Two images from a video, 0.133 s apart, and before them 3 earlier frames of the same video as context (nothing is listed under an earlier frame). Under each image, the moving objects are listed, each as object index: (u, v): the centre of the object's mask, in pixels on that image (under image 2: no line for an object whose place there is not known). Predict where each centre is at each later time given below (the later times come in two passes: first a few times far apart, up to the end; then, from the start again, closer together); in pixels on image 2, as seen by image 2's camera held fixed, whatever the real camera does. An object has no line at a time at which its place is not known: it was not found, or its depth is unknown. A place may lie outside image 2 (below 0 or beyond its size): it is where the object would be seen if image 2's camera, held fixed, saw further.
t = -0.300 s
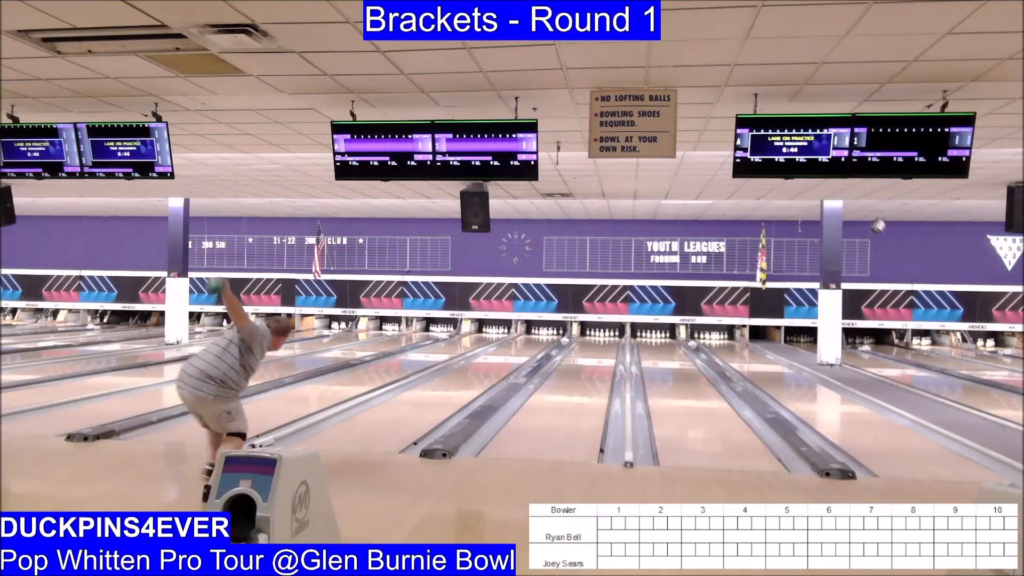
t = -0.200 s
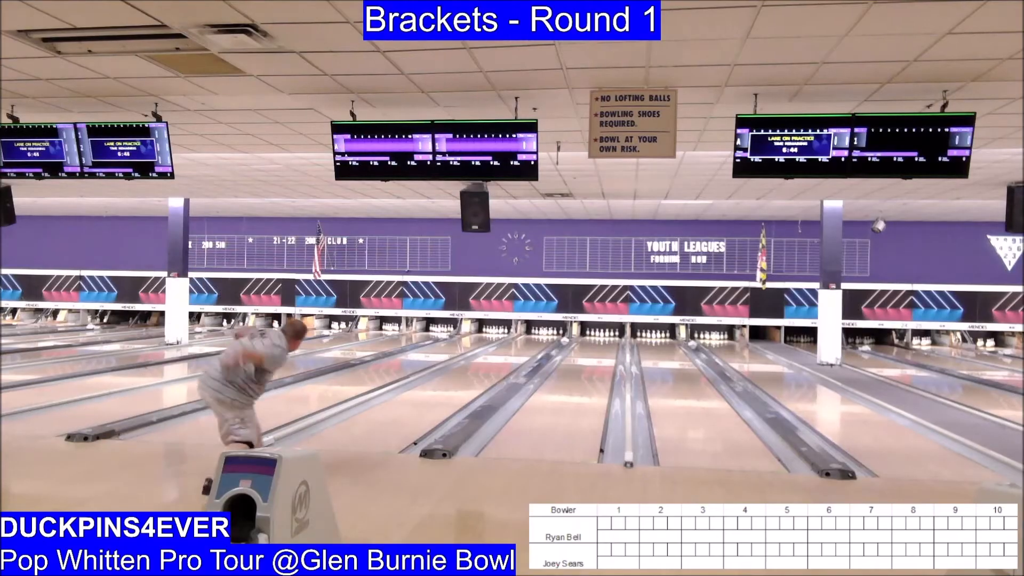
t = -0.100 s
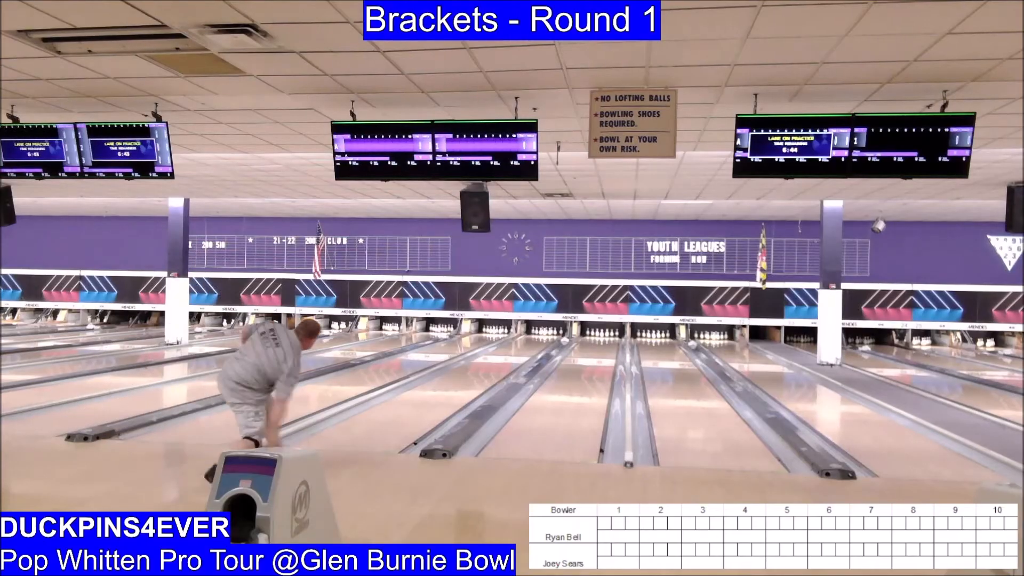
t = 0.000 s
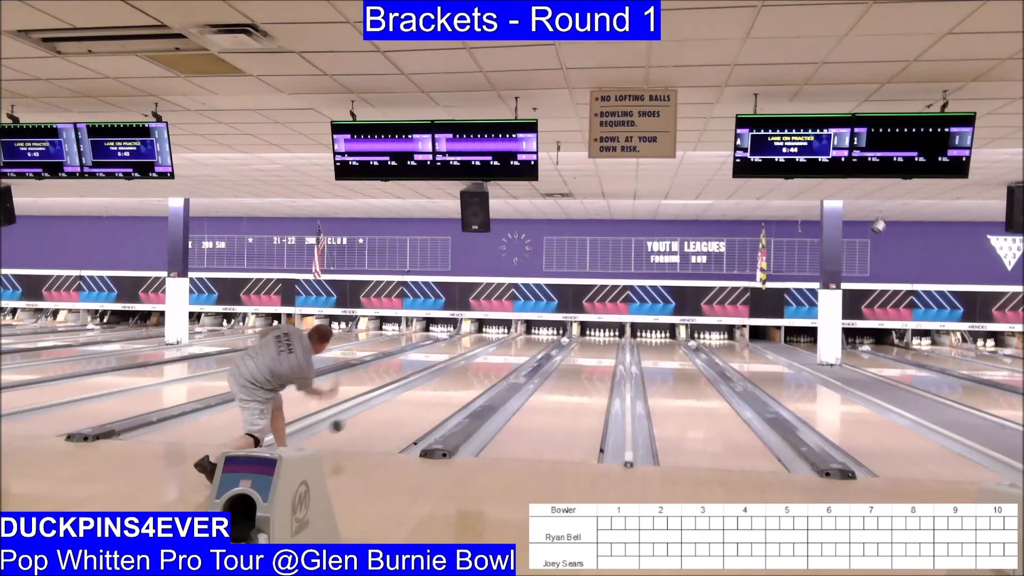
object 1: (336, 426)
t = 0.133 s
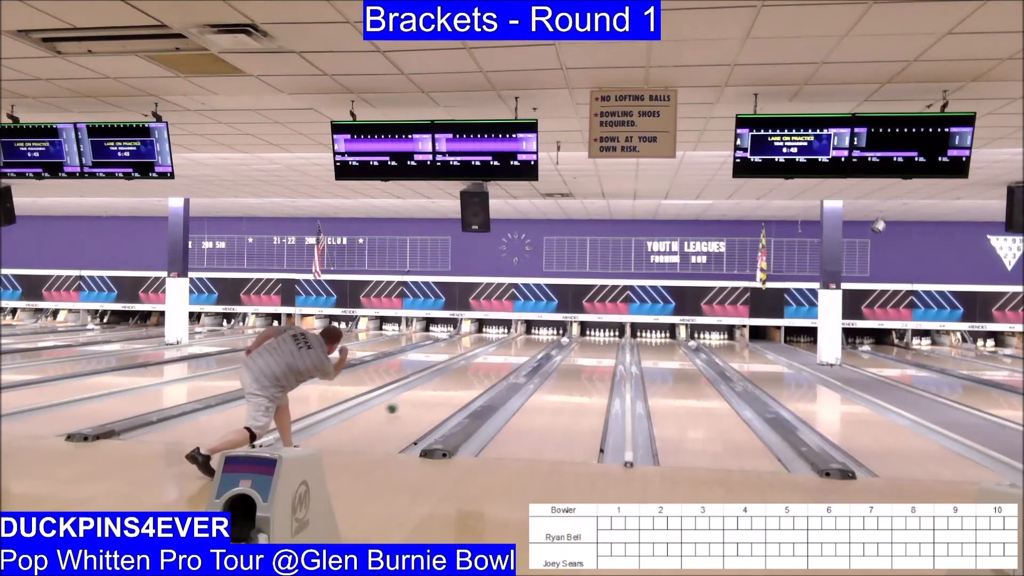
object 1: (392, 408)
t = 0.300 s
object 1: (432, 388)
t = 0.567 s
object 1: (477, 366)
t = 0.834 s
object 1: (502, 353)
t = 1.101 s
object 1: (518, 345)
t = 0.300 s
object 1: (432, 388)
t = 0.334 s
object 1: (439, 387)
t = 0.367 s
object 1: (446, 382)
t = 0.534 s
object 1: (473, 368)
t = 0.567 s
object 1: (477, 366)
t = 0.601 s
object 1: (479, 364)
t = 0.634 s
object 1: (484, 361)
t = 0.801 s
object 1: (499, 357)
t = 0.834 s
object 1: (502, 353)
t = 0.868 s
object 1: (505, 352)
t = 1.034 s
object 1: (516, 344)
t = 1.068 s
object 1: (518, 346)
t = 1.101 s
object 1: (518, 345)
